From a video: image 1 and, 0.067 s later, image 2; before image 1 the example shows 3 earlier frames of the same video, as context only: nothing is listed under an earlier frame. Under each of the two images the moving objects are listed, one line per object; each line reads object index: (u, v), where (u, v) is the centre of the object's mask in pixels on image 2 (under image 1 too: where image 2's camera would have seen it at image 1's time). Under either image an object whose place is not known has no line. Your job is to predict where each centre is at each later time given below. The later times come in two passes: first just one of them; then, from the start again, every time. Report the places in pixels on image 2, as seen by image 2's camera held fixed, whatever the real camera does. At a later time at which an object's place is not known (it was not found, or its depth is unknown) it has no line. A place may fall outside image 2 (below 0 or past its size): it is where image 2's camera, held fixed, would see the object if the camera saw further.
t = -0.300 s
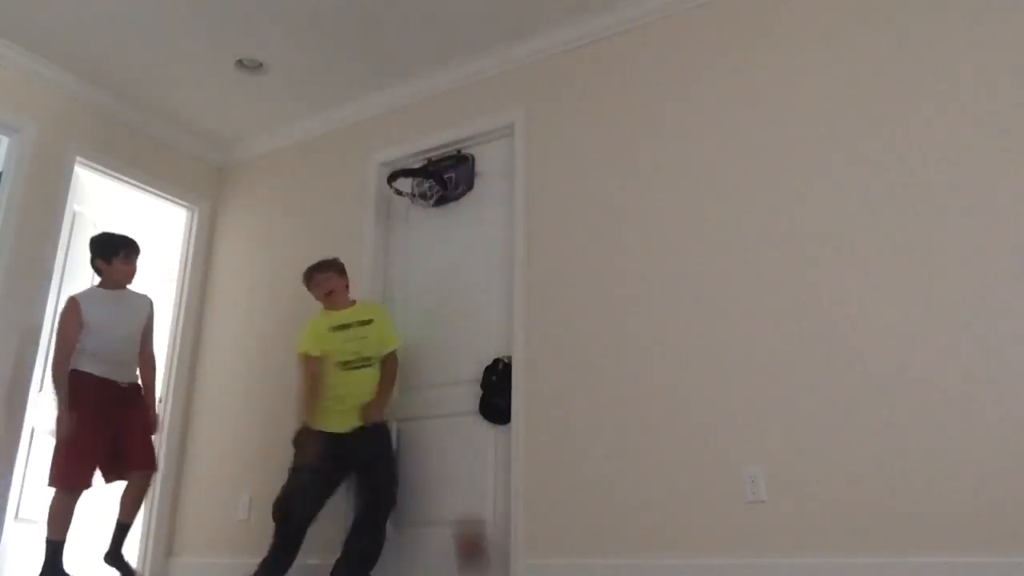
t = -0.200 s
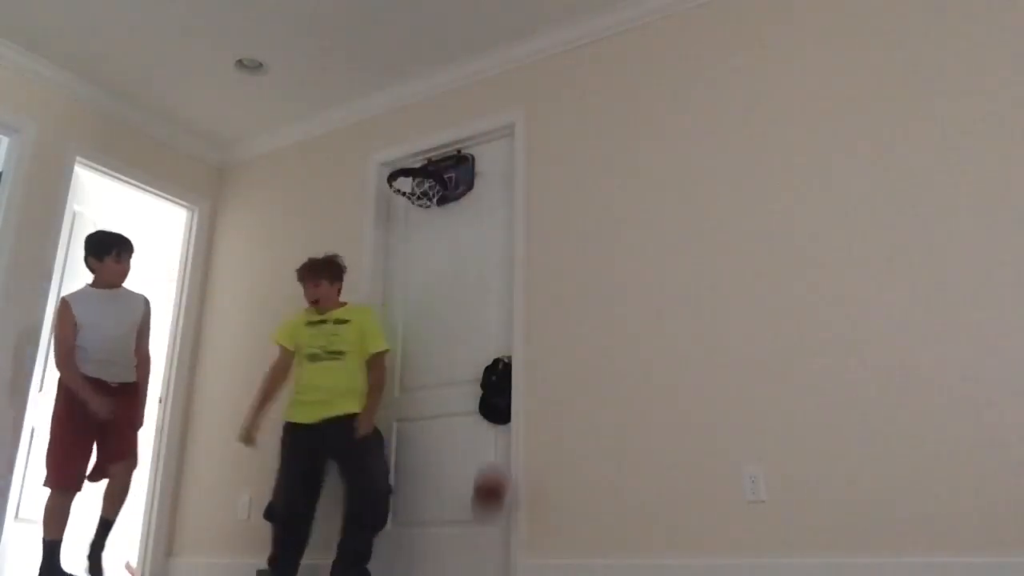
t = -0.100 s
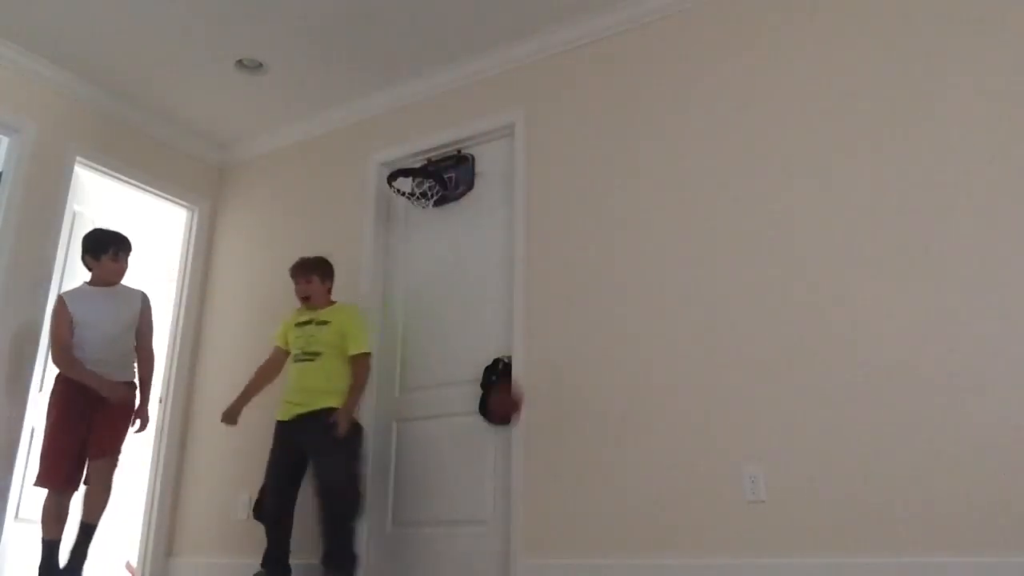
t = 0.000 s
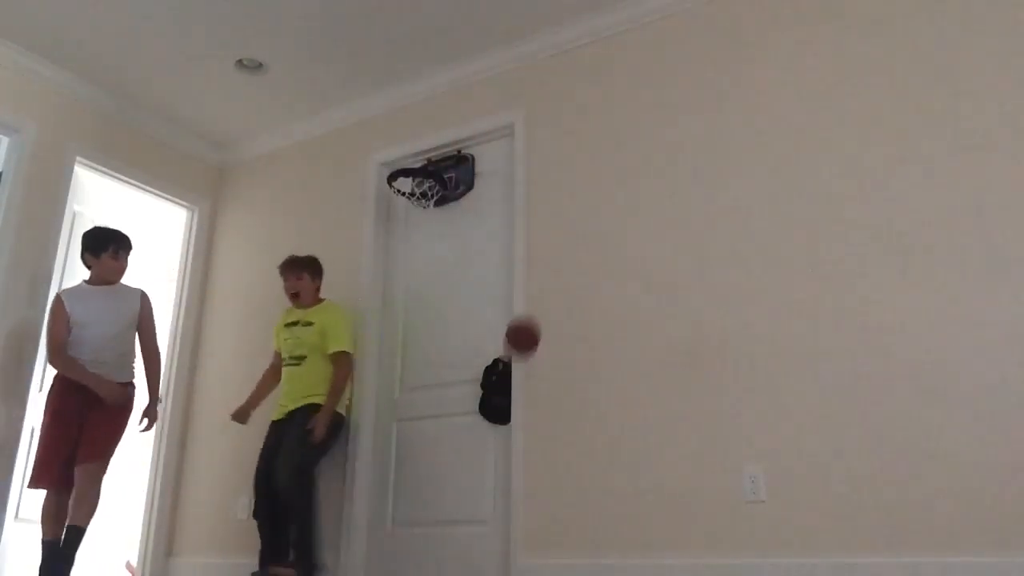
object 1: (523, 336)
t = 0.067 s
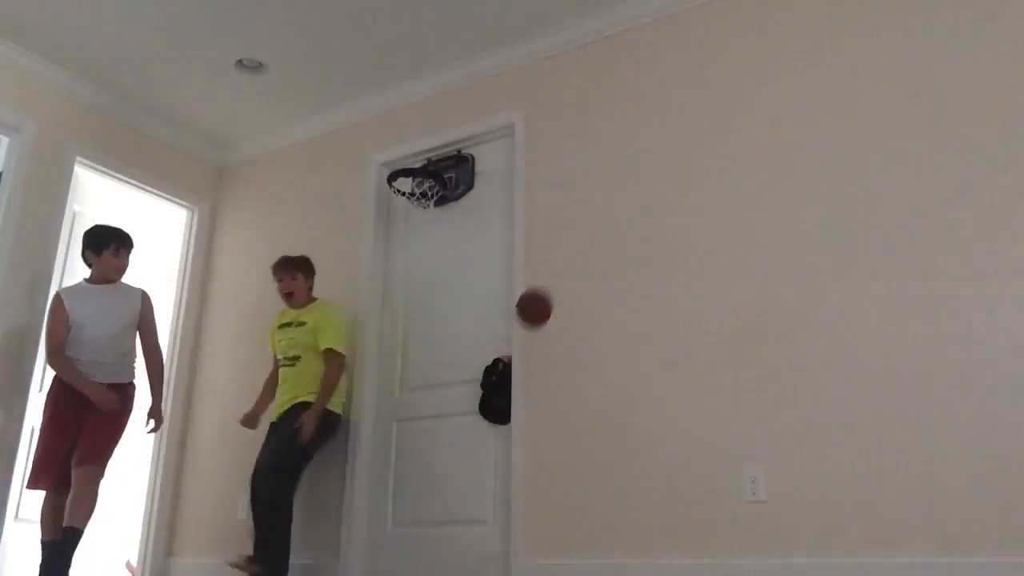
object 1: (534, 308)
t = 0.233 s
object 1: (565, 280)
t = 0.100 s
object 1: (539, 297)
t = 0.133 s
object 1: (546, 289)
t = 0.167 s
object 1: (552, 283)
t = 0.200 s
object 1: (558, 280)
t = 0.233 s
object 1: (565, 280)
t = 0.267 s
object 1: (572, 283)
